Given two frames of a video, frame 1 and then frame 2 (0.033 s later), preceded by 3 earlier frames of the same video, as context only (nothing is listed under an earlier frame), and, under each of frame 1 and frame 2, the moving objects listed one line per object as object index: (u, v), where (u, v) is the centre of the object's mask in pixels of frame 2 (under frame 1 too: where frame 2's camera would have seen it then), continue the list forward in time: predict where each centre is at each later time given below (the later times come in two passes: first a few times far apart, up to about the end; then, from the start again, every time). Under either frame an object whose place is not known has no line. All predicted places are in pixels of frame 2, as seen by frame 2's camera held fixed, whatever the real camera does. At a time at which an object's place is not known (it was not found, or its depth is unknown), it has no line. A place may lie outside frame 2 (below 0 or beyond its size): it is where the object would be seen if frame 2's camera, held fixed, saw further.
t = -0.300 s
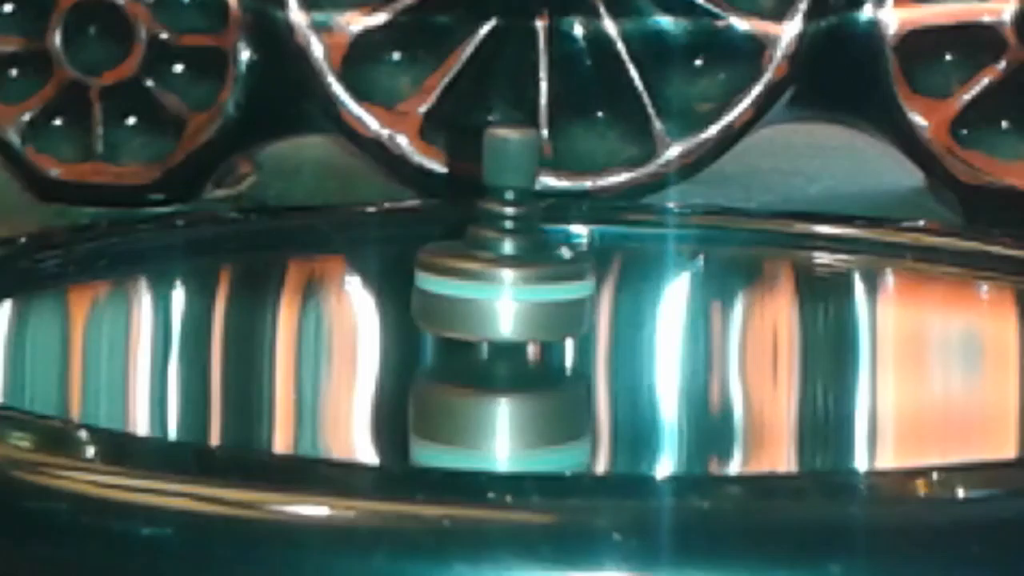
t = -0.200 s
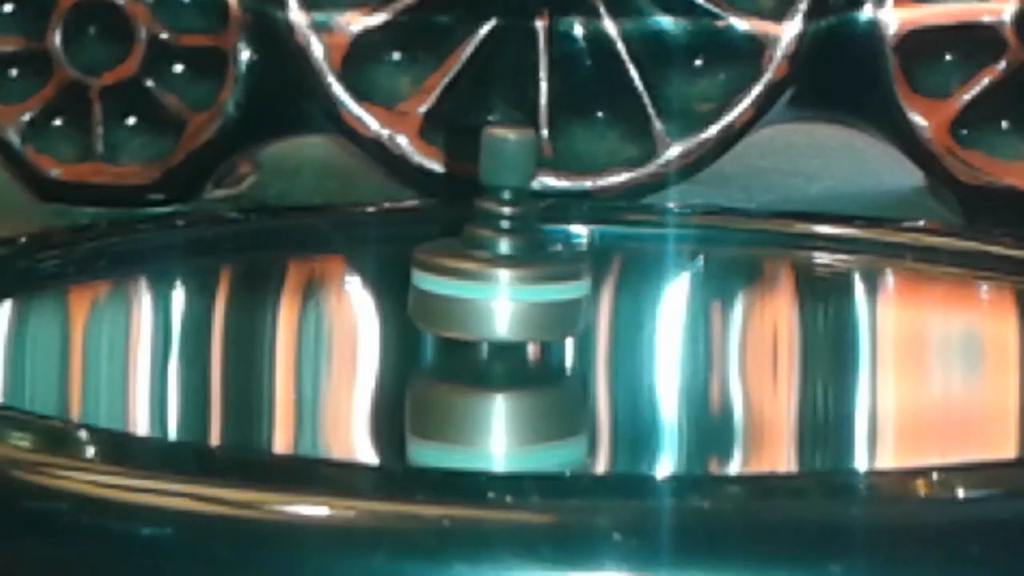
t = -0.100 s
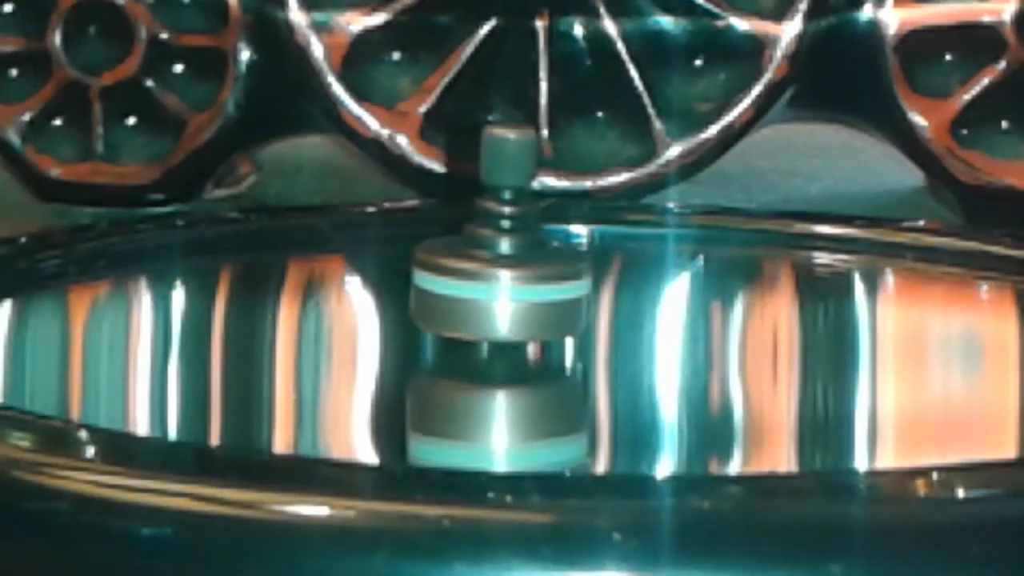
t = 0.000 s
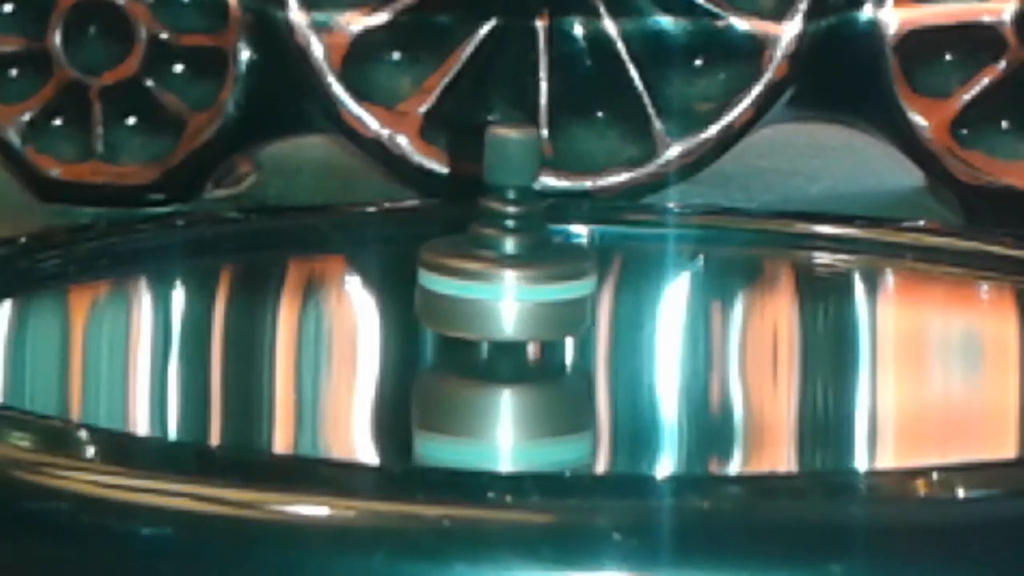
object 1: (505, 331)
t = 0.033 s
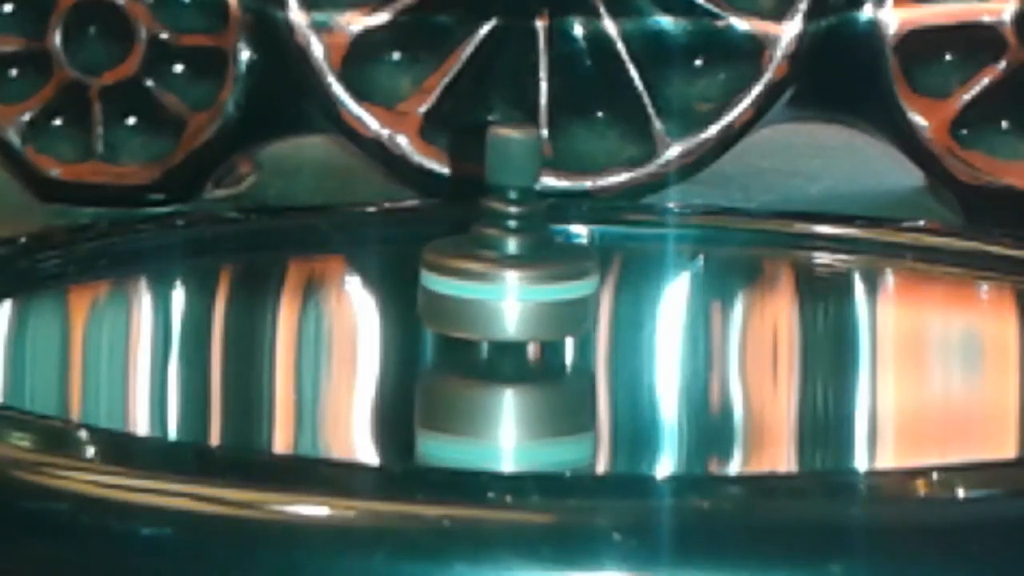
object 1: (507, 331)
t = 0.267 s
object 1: (520, 332)
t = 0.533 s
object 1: (515, 333)
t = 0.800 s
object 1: (500, 332)
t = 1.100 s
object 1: (511, 331)
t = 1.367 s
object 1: (521, 332)
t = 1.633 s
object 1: (509, 333)
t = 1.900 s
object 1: (500, 332)
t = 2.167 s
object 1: (514, 331)
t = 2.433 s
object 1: (519, 333)
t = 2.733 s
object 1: (502, 333)
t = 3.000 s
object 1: (504, 331)
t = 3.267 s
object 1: (519, 332)
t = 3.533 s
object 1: (514, 333)
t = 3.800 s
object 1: (500, 332)
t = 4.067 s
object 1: (508, 331)
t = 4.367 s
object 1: (520, 333)
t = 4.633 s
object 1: (508, 333)
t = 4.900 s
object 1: (500, 331)
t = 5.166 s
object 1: (514, 331)
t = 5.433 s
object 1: (519, 333)
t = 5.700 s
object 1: (505, 333)
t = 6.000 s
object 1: (504, 331)
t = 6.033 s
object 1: (506, 331)
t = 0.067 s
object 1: (509, 331)
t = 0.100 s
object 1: (512, 331)
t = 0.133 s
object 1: (514, 331)
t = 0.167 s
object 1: (516, 331)
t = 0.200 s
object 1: (518, 331)
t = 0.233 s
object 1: (520, 332)
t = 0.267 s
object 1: (520, 332)
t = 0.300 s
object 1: (521, 332)
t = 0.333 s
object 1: (521, 332)
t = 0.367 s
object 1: (521, 332)
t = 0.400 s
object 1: (521, 333)
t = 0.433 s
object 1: (520, 333)
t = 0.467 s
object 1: (519, 333)
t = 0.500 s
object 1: (517, 333)
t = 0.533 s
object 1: (515, 333)
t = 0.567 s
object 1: (513, 333)
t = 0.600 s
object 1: (511, 333)
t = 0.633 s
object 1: (509, 333)
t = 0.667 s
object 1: (506, 333)
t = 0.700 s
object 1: (504, 333)
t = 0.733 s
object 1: (503, 333)
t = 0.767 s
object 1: (502, 333)
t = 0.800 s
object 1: (500, 332)
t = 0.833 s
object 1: (500, 332)
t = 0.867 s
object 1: (500, 332)
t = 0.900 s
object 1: (500, 331)
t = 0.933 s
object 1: (501, 331)
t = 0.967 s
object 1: (503, 331)
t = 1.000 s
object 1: (504, 331)
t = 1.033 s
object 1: (506, 331)
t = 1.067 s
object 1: (508, 331)
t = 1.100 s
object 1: (511, 331)
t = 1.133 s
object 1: (512, 331)
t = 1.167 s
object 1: (515, 331)
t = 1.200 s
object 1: (517, 331)
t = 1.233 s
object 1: (519, 331)
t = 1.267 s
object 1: (520, 332)
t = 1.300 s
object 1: (521, 332)
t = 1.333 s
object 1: (521, 332)
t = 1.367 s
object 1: (521, 332)
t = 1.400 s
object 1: (521, 332)
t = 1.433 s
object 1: (520, 332)
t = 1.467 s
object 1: (519, 333)
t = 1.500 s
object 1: (518, 333)
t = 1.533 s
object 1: (516, 333)
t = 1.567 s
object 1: (513, 333)
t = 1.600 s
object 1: (511, 333)
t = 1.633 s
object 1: (509, 333)
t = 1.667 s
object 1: (507, 333)
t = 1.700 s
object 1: (505, 333)
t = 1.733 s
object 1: (503, 332)
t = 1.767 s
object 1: (502, 332)
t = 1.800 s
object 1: (501, 332)
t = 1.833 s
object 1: (500, 332)
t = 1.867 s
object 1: (500, 332)
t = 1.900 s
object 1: (500, 332)
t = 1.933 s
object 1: (500, 331)
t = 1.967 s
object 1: (502, 331)
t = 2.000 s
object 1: (503, 331)
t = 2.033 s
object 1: (505, 331)
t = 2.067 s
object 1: (507, 331)
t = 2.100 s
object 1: (509, 331)
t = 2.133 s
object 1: (511, 331)
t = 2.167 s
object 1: (514, 331)
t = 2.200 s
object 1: (516, 331)
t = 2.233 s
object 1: (518, 331)
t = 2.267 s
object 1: (519, 331)
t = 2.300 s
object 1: (520, 332)
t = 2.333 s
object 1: (521, 332)
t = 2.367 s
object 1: (521, 333)
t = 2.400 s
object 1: (520, 333)
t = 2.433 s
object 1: (519, 333)
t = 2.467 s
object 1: (518, 333)
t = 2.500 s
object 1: (516, 333)
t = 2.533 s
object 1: (514, 333)
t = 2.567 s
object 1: (512, 333)
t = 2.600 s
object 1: (510, 333)
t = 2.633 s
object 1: (508, 333)
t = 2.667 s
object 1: (506, 333)
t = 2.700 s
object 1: (504, 332)
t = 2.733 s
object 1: (502, 333)
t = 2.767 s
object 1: (501, 332)
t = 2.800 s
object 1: (500, 332)
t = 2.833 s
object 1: (500, 332)
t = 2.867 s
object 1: (500, 331)
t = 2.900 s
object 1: (500, 331)
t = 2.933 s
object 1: (501, 331)
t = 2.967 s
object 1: (503, 331)
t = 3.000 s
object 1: (504, 331)
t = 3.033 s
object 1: (506, 331)
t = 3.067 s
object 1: (508, 331)
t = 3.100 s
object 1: (511, 331)
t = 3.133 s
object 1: (513, 331)
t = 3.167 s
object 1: (515, 331)
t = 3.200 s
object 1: (517, 331)
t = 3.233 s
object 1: (518, 331)
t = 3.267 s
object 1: (519, 332)
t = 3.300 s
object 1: (520, 332)
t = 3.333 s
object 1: (520, 332)
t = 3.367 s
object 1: (520, 333)
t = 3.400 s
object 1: (520, 333)
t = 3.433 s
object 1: (519, 332)
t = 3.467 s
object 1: (518, 333)
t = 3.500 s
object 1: (516, 333)
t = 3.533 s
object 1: (514, 333)
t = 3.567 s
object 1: (512, 333)
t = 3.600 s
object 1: (510, 333)
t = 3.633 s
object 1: (508, 333)
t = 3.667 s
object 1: (506, 333)
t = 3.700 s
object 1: (504, 333)
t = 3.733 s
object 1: (503, 333)
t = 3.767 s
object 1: (501, 333)
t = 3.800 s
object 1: (500, 332)
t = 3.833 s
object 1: (500, 332)
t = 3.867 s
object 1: (500, 332)
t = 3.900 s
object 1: (500, 331)
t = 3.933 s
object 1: (501, 331)
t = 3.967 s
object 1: (502, 331)
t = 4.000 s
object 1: (504, 331)
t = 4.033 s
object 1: (506, 331)
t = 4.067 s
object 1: (508, 331)
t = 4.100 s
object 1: (510, 331)
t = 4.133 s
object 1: (512, 331)
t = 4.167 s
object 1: (514, 331)
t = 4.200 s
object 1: (516, 331)
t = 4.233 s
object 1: (518, 332)
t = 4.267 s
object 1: (519, 332)
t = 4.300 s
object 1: (520, 332)
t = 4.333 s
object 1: (520, 333)
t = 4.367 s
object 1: (520, 333)
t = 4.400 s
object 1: (520, 333)
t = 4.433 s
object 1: (519, 333)
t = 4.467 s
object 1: (518, 333)
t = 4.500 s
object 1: (516, 333)
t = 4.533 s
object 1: (514, 333)
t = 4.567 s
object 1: (512, 333)
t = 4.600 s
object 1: (510, 333)
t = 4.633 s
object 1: (508, 333)
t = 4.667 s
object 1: (506, 333)
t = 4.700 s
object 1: (504, 333)
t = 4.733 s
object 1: (503, 332)
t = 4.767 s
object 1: (501, 332)
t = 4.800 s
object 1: (501, 332)
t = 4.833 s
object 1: (500, 332)
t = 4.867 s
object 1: (500, 331)
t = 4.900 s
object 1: (500, 331)
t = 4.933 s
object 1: (501, 331)
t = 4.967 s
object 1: (502, 331)
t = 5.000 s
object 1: (503, 331)
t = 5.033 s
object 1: (506, 331)
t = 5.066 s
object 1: (508, 331)
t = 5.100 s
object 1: (510, 331)
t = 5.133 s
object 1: (512, 331)
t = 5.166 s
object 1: (514, 331)
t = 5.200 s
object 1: (516, 331)
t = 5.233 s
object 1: (517, 331)
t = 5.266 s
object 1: (518, 332)
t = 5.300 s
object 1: (519, 332)
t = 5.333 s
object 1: (520, 333)
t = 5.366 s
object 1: (520, 333)
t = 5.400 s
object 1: (519, 333)
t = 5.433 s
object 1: (519, 333)
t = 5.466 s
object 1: (518, 333)
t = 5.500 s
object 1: (517, 333)
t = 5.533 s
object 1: (515, 333)
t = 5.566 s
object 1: (512, 333)
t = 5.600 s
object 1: (510, 333)
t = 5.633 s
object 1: (508, 333)
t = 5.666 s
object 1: (506, 333)
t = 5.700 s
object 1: (505, 333)
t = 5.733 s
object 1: (503, 332)
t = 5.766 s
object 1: (502, 332)
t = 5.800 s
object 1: (501, 332)
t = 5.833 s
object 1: (500, 332)
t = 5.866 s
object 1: (500, 332)
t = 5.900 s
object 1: (500, 331)
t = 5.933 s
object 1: (501, 331)
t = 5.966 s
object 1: (502, 331)
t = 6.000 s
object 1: (504, 331)
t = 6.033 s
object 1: (506, 331)
